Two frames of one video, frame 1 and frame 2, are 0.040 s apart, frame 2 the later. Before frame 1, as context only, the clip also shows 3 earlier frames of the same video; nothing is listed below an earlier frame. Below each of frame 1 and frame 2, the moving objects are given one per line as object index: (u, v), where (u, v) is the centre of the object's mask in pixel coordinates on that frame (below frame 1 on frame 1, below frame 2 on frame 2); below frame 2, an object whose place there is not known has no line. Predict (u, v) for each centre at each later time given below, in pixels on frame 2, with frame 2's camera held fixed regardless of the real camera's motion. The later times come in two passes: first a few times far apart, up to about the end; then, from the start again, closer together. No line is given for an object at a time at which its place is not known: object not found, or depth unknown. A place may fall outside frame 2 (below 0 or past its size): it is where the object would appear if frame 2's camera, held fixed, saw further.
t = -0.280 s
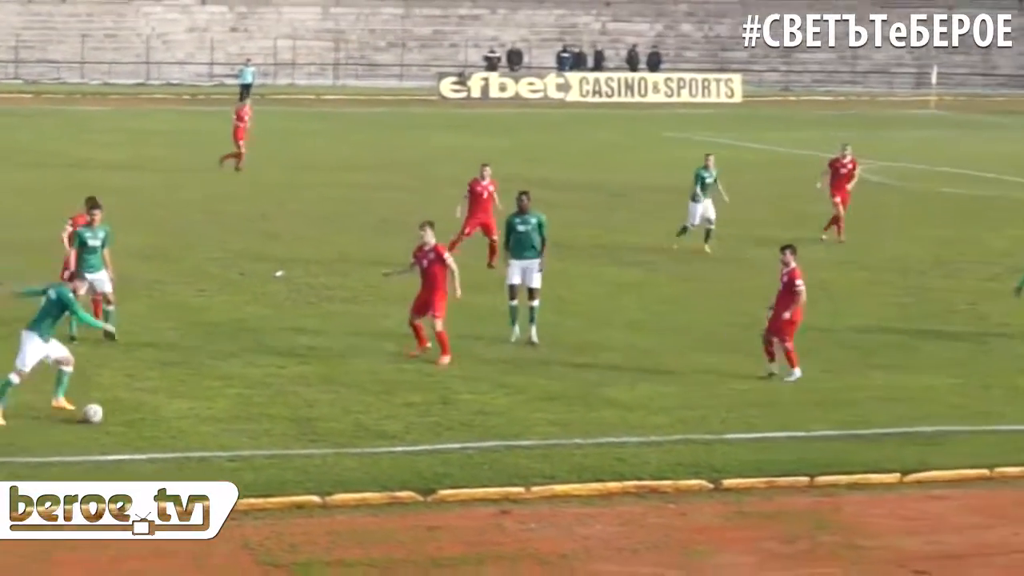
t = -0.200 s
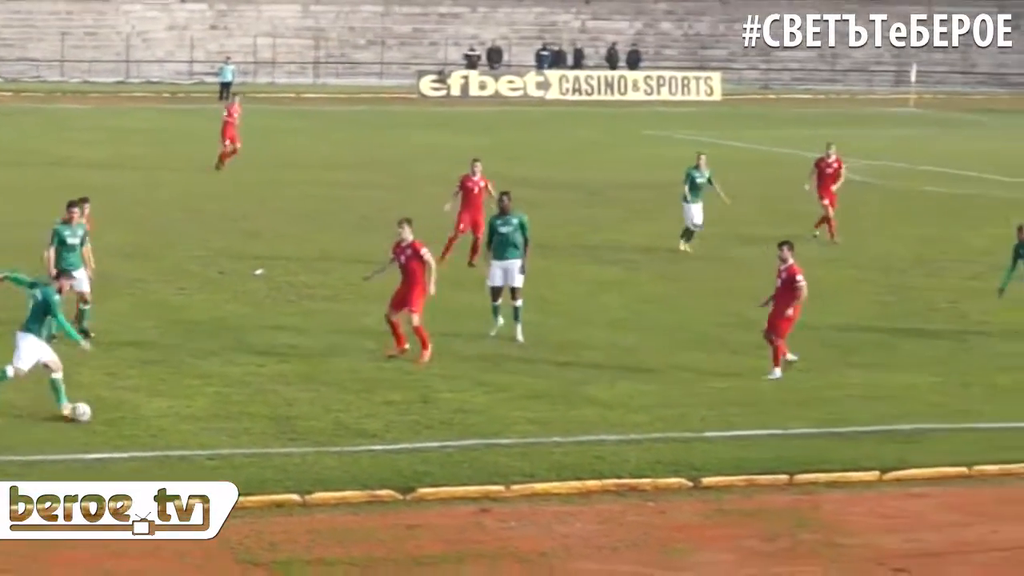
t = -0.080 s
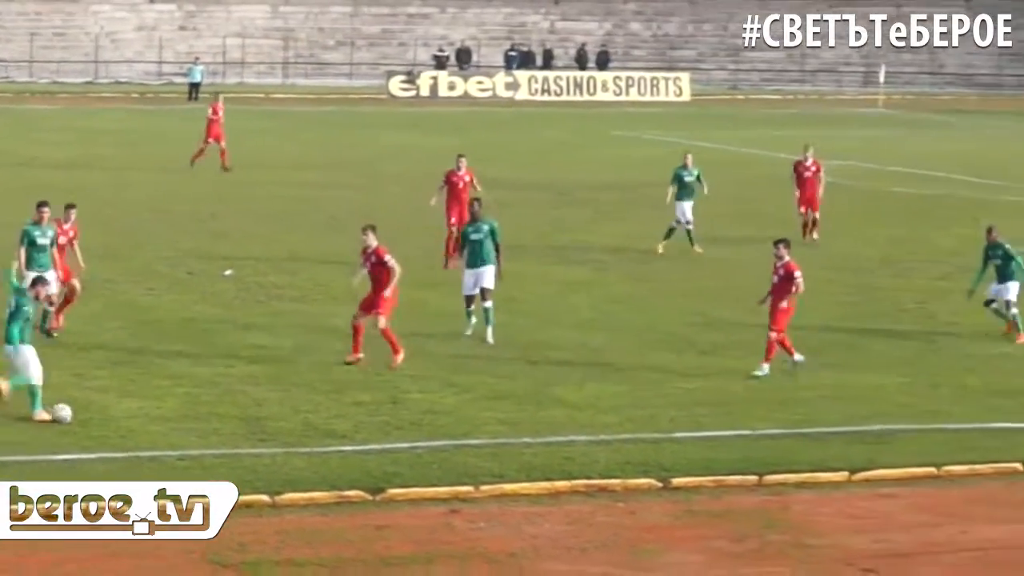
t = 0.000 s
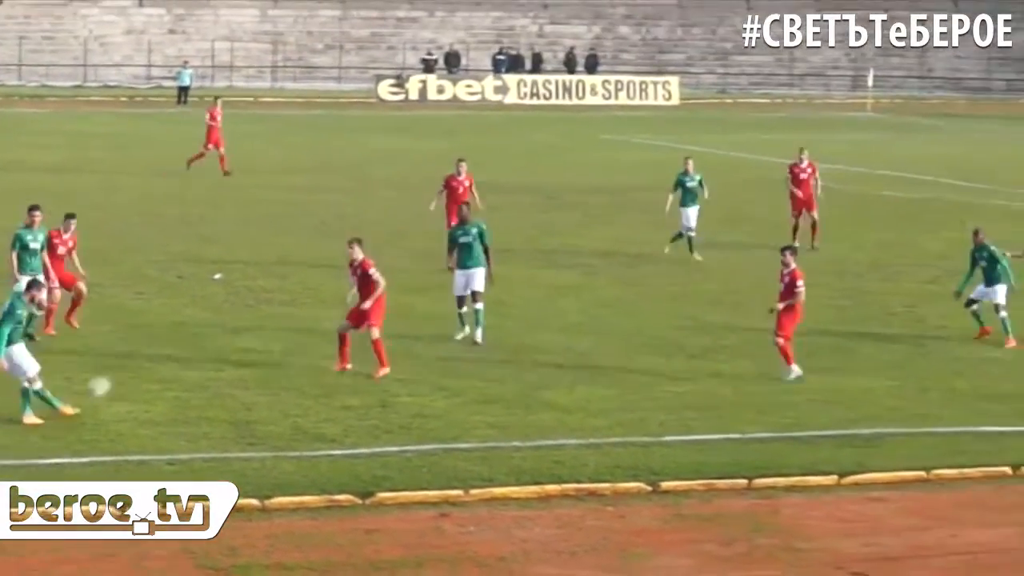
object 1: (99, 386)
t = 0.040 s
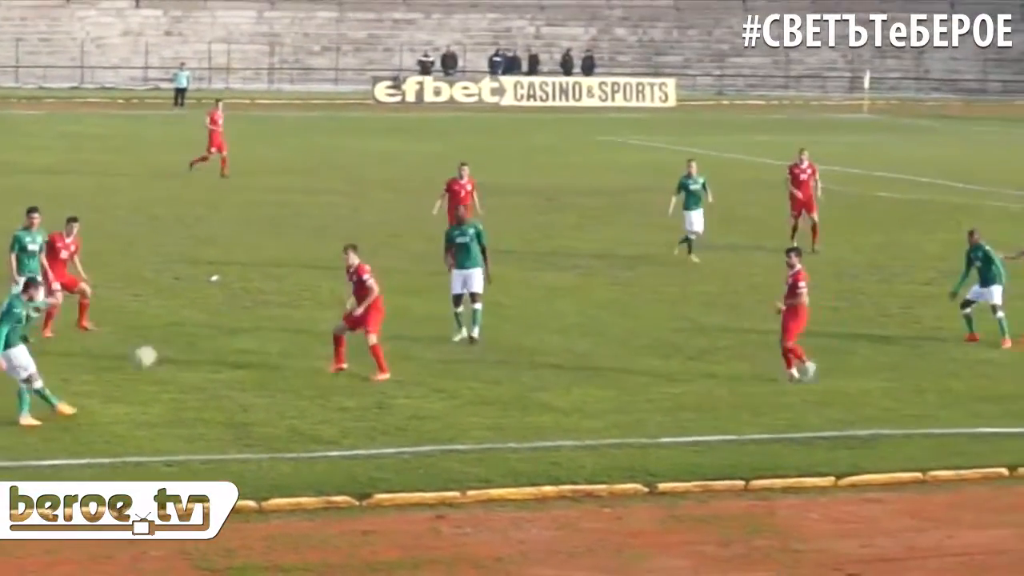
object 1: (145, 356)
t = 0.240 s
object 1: (363, 217)
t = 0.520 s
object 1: (602, 94)
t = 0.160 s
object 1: (281, 267)
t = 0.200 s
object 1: (322, 242)
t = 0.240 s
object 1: (363, 217)
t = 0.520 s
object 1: (602, 94)
